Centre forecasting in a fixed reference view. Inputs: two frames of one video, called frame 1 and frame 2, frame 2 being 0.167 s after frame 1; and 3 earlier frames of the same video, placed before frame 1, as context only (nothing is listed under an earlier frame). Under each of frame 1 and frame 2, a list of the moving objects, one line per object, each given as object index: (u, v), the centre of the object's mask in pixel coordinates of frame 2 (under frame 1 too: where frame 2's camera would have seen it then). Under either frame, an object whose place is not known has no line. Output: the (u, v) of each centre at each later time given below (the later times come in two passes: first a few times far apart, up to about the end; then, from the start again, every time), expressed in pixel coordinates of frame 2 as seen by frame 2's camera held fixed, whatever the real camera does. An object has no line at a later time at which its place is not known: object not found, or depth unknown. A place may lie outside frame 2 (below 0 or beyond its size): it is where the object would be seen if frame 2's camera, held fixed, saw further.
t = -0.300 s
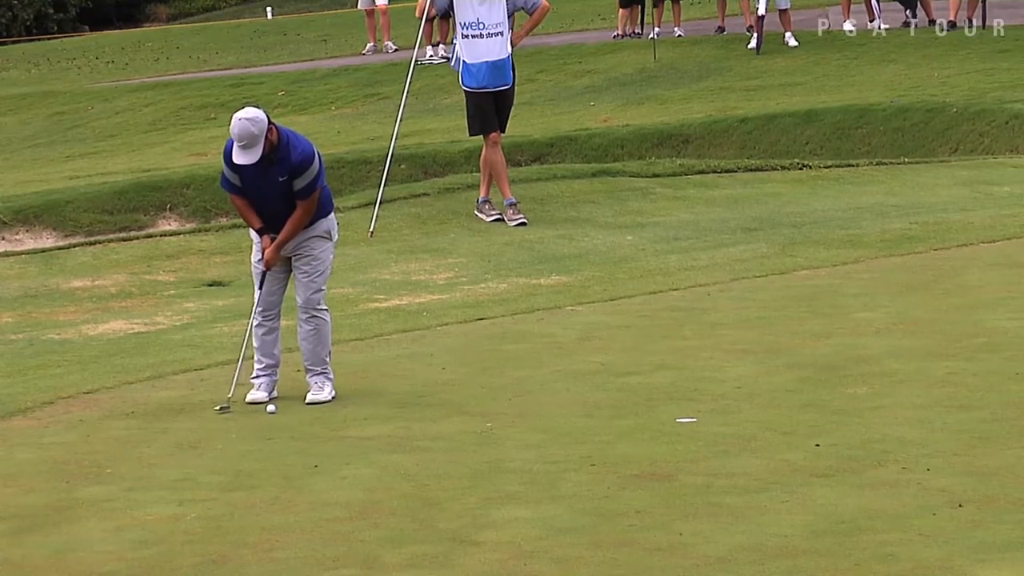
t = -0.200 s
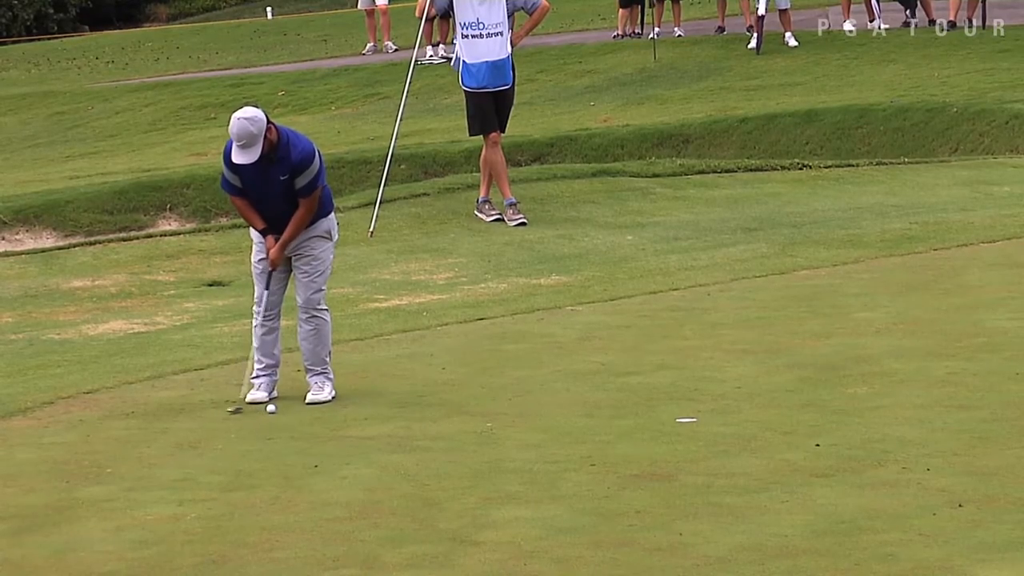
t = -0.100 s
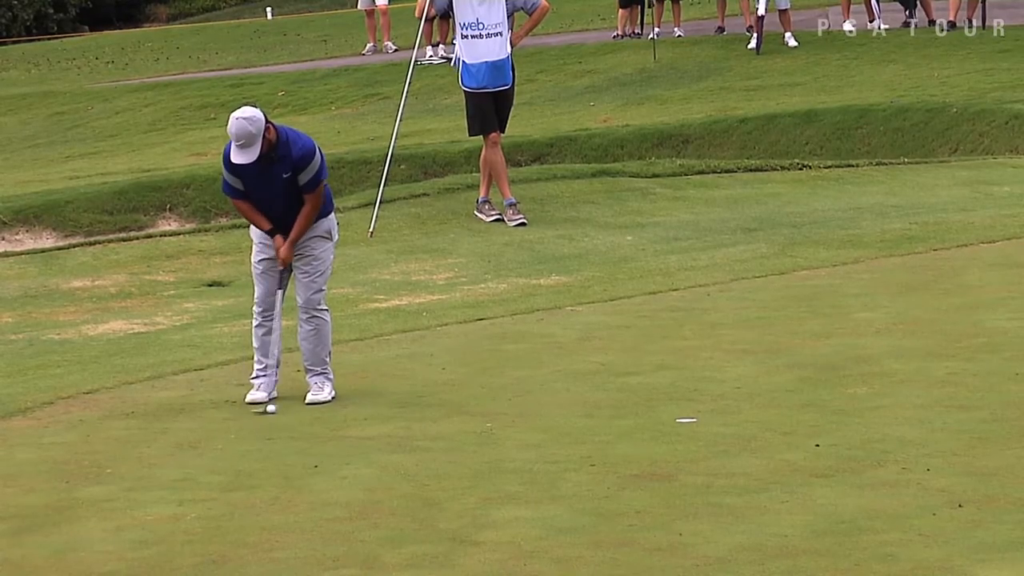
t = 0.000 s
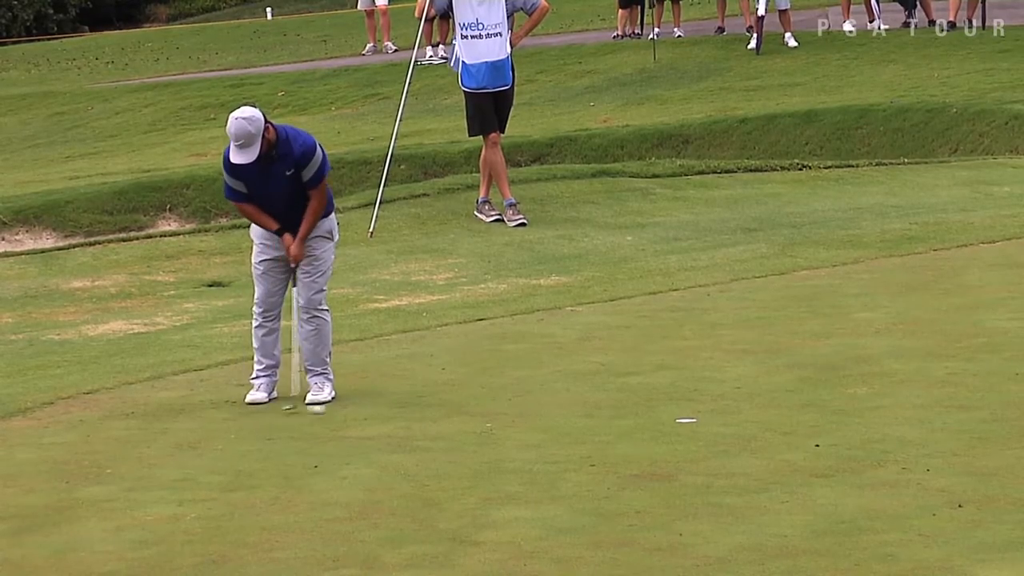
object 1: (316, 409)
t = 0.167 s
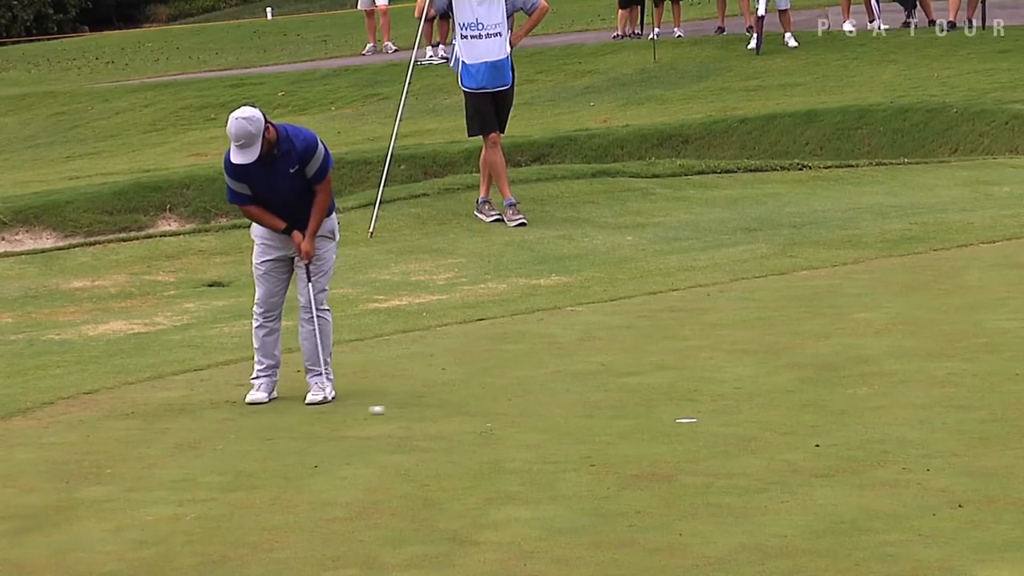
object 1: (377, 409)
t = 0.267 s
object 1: (409, 410)
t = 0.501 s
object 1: (479, 412)
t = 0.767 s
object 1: (548, 414)
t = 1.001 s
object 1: (599, 416)
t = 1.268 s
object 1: (647, 418)
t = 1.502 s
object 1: (680, 418)
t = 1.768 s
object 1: (706, 419)
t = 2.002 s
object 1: (720, 420)
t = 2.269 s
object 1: (724, 420)
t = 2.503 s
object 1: (724, 420)
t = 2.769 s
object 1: (724, 420)
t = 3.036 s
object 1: (723, 420)
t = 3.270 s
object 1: (722, 420)
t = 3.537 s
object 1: (722, 420)
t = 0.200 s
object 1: (388, 410)
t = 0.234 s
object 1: (399, 410)
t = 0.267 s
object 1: (409, 410)
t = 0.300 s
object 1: (420, 410)
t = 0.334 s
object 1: (431, 411)
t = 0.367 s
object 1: (441, 411)
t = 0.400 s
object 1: (451, 411)
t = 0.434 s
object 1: (461, 411)
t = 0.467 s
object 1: (470, 411)
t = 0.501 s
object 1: (479, 412)
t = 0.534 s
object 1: (489, 412)
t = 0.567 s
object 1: (498, 412)
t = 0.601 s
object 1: (506, 413)
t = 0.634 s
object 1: (515, 413)
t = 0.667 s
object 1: (523, 414)
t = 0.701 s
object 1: (532, 414)
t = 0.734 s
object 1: (540, 414)
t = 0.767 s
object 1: (548, 414)
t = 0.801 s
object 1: (555, 414)
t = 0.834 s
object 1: (564, 414)
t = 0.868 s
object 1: (571, 415)
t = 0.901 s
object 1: (578, 415)
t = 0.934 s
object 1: (585, 415)
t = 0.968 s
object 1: (593, 415)
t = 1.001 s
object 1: (599, 416)
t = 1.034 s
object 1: (606, 416)
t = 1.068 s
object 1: (612, 416)
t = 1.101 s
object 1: (618, 417)
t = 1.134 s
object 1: (624, 417)
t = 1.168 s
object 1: (630, 417)
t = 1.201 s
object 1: (636, 417)
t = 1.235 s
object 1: (641, 417)
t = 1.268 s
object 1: (647, 418)
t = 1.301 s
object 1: (652, 418)
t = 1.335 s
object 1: (657, 418)
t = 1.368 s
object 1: (662, 418)
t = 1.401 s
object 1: (666, 418)
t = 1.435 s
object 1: (671, 418)
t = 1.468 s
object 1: (675, 418)
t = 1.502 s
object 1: (680, 418)
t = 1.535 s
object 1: (683, 418)
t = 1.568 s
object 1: (687, 419)
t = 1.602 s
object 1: (691, 419)
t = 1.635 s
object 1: (694, 419)
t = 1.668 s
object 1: (698, 419)
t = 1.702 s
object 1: (701, 419)
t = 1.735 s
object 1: (704, 419)
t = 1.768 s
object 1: (706, 419)
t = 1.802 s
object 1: (709, 420)
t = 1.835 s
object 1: (711, 420)
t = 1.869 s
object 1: (713, 420)
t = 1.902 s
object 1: (715, 420)
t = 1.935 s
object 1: (716, 420)
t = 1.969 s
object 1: (718, 420)
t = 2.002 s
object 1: (720, 420)
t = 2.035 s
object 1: (721, 420)
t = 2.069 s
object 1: (722, 420)
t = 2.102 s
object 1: (723, 420)
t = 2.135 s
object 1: (724, 420)
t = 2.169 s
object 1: (724, 420)
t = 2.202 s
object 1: (725, 420)
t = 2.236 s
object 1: (725, 420)
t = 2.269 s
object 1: (724, 420)
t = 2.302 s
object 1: (724, 420)
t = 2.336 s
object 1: (724, 420)
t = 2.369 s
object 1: (724, 420)
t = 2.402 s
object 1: (724, 420)
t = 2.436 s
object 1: (724, 420)
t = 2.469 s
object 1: (724, 420)
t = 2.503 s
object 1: (724, 420)
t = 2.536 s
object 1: (724, 420)
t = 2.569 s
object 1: (724, 420)
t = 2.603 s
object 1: (723, 420)
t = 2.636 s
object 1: (723, 420)
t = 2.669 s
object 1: (723, 420)
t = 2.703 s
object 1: (724, 420)
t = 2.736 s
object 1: (724, 420)
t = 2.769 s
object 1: (724, 420)
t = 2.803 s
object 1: (724, 420)
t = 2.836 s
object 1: (723, 420)
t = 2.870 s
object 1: (723, 420)
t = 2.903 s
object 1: (724, 420)
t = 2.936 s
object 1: (723, 420)
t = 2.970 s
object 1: (723, 420)
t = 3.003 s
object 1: (723, 420)
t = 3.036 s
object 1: (723, 420)
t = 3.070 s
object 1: (723, 420)
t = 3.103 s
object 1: (723, 420)
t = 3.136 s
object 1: (722, 420)
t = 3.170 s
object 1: (723, 420)
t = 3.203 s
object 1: (722, 420)
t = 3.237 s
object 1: (722, 420)
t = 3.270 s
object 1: (722, 420)
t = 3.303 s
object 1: (722, 420)
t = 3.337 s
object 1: (722, 420)
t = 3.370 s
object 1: (722, 420)
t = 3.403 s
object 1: (722, 420)
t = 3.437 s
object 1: (722, 420)
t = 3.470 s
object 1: (722, 420)
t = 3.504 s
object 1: (722, 420)
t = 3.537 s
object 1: (722, 420)
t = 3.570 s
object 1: (722, 420)
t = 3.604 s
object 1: (722, 420)
